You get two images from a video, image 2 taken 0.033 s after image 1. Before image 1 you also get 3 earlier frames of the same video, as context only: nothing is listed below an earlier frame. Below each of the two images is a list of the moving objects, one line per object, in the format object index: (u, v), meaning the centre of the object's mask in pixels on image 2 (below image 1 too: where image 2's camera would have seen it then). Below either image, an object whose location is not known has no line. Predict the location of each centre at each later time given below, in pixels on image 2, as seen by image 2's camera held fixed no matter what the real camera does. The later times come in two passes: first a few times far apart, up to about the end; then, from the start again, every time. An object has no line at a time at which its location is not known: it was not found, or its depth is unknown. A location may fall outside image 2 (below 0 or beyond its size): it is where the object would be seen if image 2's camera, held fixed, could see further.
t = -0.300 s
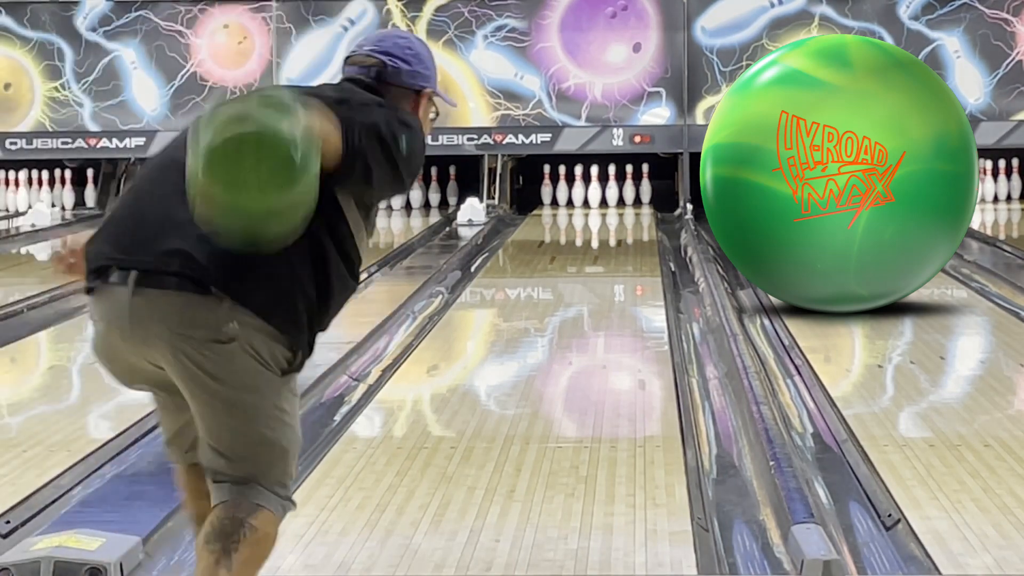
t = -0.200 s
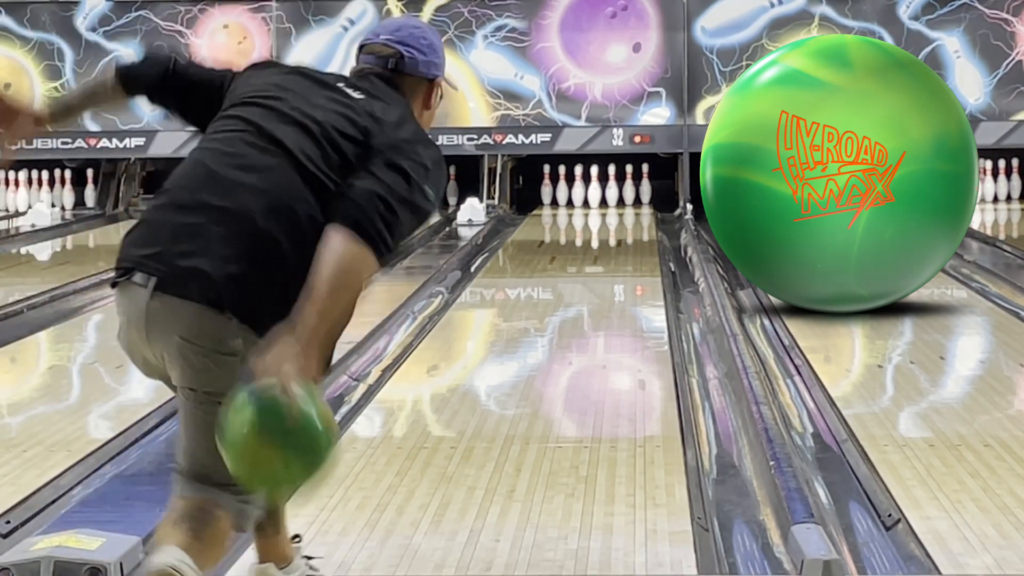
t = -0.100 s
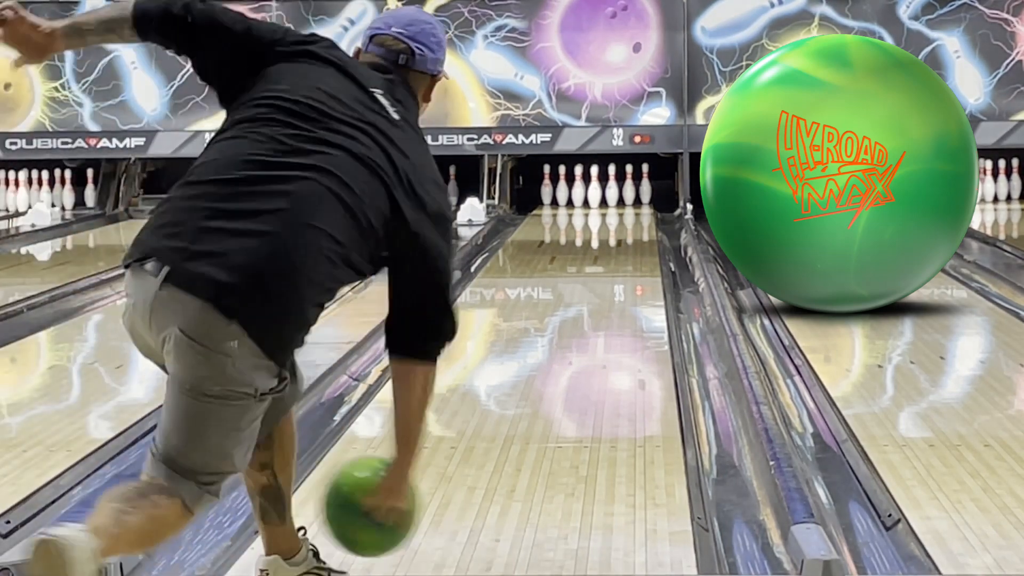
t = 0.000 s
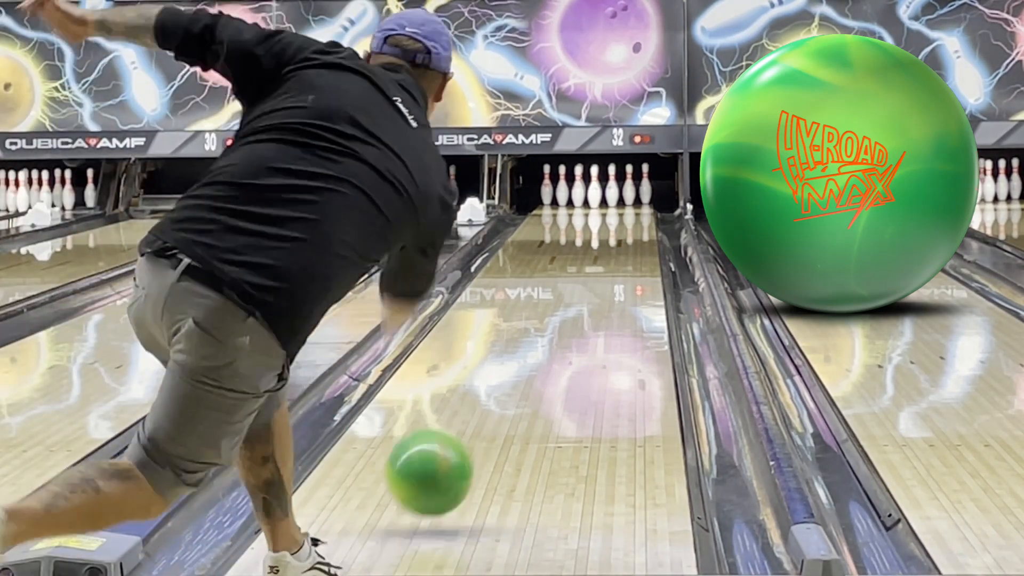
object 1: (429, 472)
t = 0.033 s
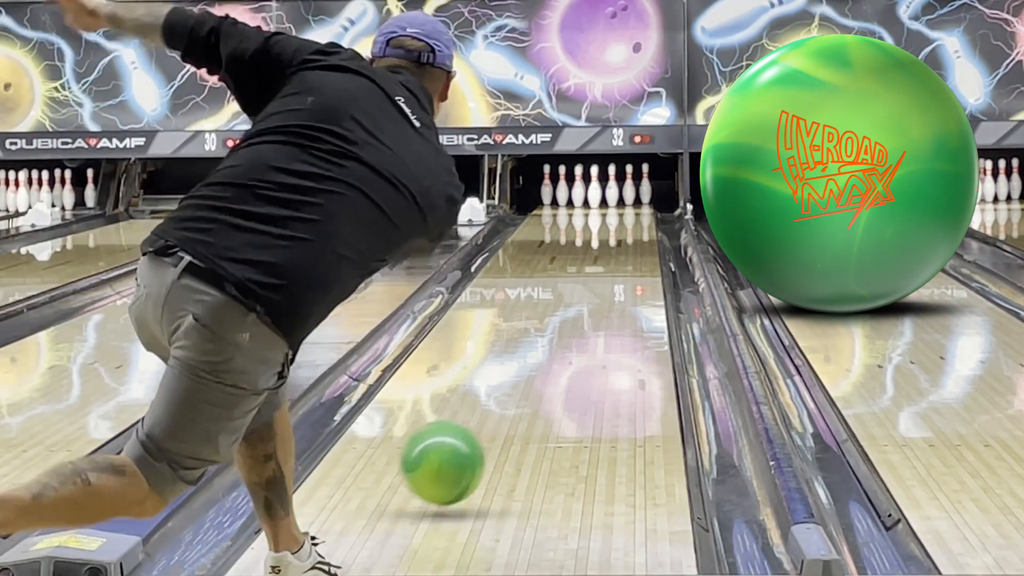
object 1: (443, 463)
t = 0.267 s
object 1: (511, 389)
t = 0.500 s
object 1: (554, 335)
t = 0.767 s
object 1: (586, 293)
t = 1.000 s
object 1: (604, 266)
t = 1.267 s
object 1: (618, 244)
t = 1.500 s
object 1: (627, 228)
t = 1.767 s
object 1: (629, 214)
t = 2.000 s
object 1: (622, 204)
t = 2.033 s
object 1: (620, 203)
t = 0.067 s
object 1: (455, 458)
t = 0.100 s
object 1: (466, 445)
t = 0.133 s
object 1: (476, 433)
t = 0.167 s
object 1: (486, 421)
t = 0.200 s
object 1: (495, 409)
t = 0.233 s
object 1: (503, 399)
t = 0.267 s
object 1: (511, 389)
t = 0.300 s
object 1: (518, 380)
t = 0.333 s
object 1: (525, 371)
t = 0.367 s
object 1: (532, 363)
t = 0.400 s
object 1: (538, 355)
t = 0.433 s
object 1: (543, 348)
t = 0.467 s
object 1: (549, 341)
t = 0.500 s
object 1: (554, 335)
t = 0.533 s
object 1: (559, 329)
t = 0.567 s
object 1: (563, 323)
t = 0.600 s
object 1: (567, 318)
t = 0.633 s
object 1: (571, 312)
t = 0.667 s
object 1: (575, 307)
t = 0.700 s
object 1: (579, 303)
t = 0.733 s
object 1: (582, 298)
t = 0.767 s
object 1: (586, 293)
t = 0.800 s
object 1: (589, 289)
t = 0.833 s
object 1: (591, 284)
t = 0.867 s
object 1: (594, 280)
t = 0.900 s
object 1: (597, 276)
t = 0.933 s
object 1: (599, 273)
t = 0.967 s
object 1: (602, 269)
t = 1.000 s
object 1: (604, 266)
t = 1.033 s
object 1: (606, 262)
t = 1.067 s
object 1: (608, 259)
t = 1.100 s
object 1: (610, 256)
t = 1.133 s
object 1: (612, 254)
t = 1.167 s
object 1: (613, 252)
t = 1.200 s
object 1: (615, 249)
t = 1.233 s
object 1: (617, 246)
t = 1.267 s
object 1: (618, 244)
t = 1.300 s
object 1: (620, 241)
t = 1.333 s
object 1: (622, 239)
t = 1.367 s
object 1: (623, 237)
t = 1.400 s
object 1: (624, 234)
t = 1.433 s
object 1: (625, 233)
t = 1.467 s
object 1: (626, 230)
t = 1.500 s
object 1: (627, 228)
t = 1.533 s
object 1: (628, 226)
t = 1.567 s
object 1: (628, 225)
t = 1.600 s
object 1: (629, 222)
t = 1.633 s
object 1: (629, 222)
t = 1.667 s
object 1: (630, 219)
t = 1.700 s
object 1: (630, 218)
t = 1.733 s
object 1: (630, 215)
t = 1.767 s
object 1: (629, 214)
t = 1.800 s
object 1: (629, 213)
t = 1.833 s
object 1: (628, 211)
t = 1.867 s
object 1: (627, 209)
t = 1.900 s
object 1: (627, 208)
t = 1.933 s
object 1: (626, 207)
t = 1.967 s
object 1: (624, 205)
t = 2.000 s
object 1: (622, 204)
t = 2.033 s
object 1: (620, 203)
